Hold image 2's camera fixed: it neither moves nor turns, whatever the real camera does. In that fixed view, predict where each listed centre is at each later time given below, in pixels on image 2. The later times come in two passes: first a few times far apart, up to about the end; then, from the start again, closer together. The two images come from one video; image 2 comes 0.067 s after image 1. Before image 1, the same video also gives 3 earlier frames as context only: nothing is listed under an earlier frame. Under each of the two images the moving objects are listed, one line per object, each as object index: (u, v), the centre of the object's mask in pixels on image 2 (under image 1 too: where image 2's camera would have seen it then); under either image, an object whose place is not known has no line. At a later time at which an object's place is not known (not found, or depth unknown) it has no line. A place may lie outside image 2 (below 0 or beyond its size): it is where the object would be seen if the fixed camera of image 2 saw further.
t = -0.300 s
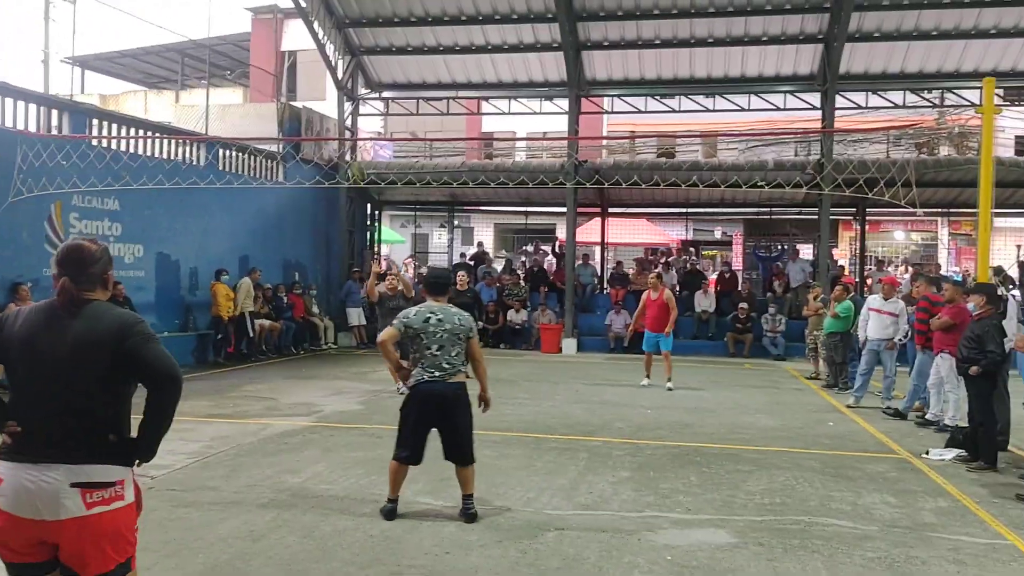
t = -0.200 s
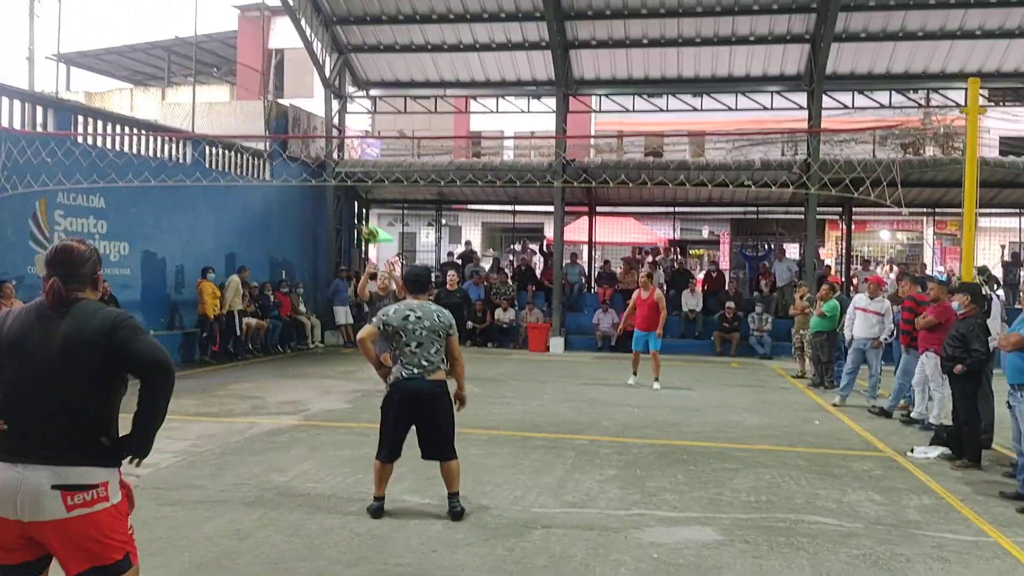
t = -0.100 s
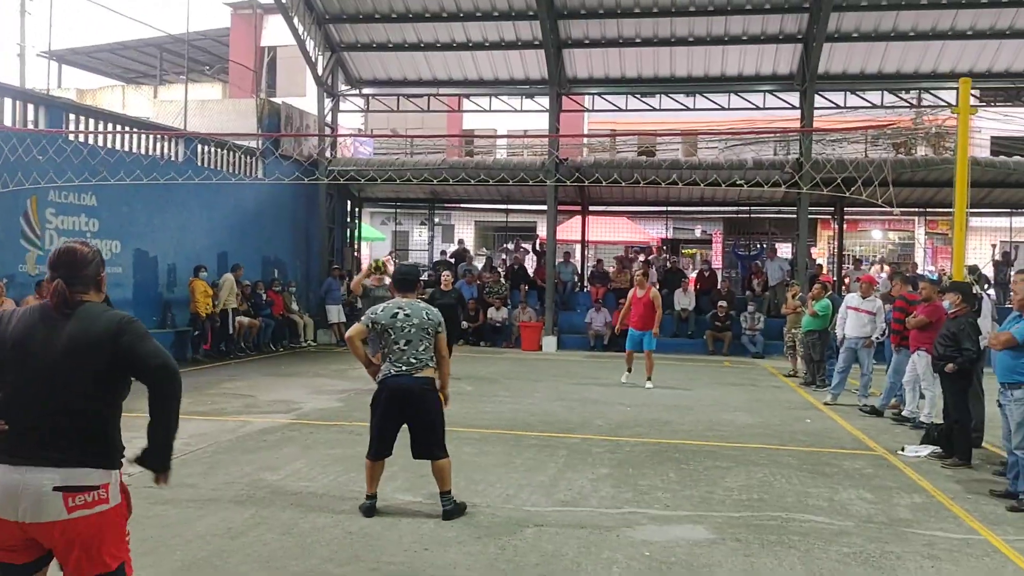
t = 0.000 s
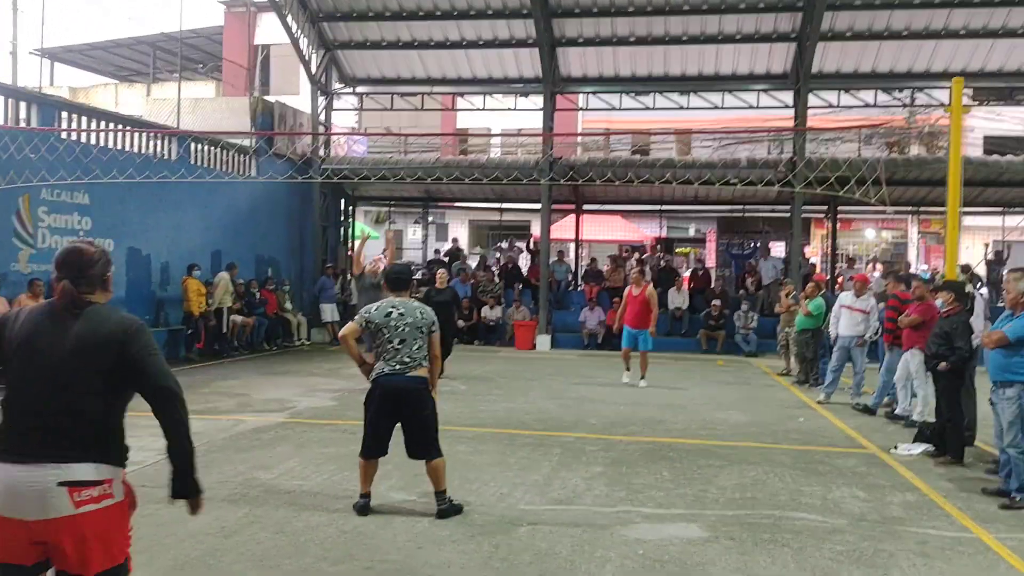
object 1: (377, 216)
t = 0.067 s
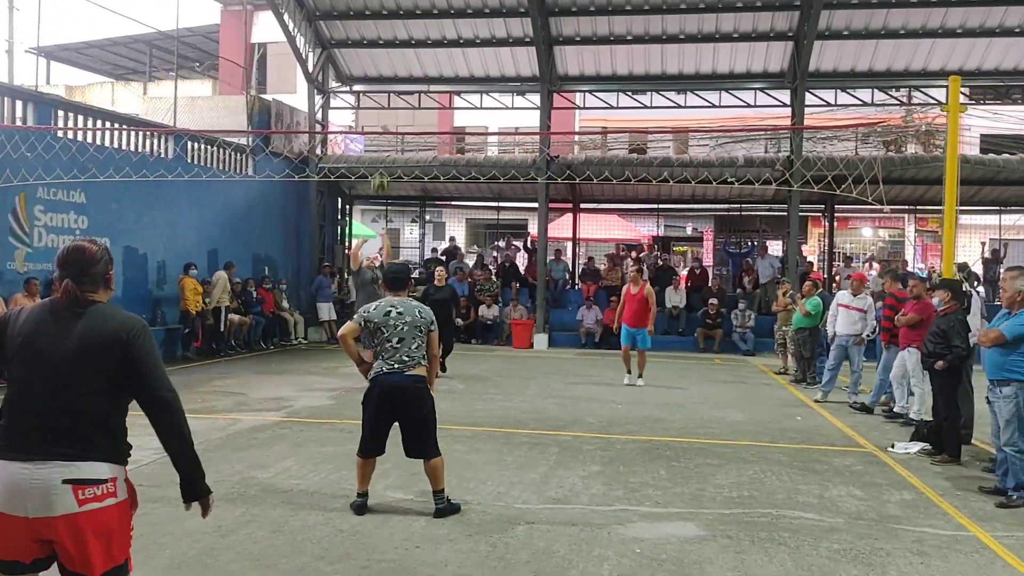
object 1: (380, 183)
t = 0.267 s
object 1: (395, 103)
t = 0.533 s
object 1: (411, 40)
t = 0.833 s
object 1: (429, 38)
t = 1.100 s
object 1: (445, 98)
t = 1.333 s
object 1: (457, 196)
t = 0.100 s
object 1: (382, 168)
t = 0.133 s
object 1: (385, 155)
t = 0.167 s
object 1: (387, 142)
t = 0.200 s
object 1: (390, 126)
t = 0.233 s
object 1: (392, 115)
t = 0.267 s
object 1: (395, 103)
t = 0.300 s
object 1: (397, 92)
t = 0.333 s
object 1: (398, 83)
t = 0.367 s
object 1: (401, 74)
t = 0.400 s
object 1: (403, 66)
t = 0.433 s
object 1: (405, 58)
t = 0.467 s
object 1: (407, 50)
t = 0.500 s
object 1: (409, 46)
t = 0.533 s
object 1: (411, 40)
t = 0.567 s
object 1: (413, 37)
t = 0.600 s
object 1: (415, 34)
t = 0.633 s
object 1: (417, 32)
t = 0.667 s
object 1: (419, 31)
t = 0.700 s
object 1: (421, 31)
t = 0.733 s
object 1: (423, 31)
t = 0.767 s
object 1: (425, 33)
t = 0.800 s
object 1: (427, 35)
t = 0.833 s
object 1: (429, 38)
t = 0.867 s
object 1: (431, 42)
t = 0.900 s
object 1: (433, 47)
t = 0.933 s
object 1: (435, 53)
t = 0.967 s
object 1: (437, 61)
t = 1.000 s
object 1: (439, 69)
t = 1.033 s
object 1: (441, 77)
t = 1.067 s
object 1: (443, 86)
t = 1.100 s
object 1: (445, 98)
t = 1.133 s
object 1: (448, 109)
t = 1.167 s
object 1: (449, 122)
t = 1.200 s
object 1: (451, 137)
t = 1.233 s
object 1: (452, 149)
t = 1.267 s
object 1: (454, 166)
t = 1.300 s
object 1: (455, 180)
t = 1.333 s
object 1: (457, 196)
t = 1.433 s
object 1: (464, 253)
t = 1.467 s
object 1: (465, 270)
